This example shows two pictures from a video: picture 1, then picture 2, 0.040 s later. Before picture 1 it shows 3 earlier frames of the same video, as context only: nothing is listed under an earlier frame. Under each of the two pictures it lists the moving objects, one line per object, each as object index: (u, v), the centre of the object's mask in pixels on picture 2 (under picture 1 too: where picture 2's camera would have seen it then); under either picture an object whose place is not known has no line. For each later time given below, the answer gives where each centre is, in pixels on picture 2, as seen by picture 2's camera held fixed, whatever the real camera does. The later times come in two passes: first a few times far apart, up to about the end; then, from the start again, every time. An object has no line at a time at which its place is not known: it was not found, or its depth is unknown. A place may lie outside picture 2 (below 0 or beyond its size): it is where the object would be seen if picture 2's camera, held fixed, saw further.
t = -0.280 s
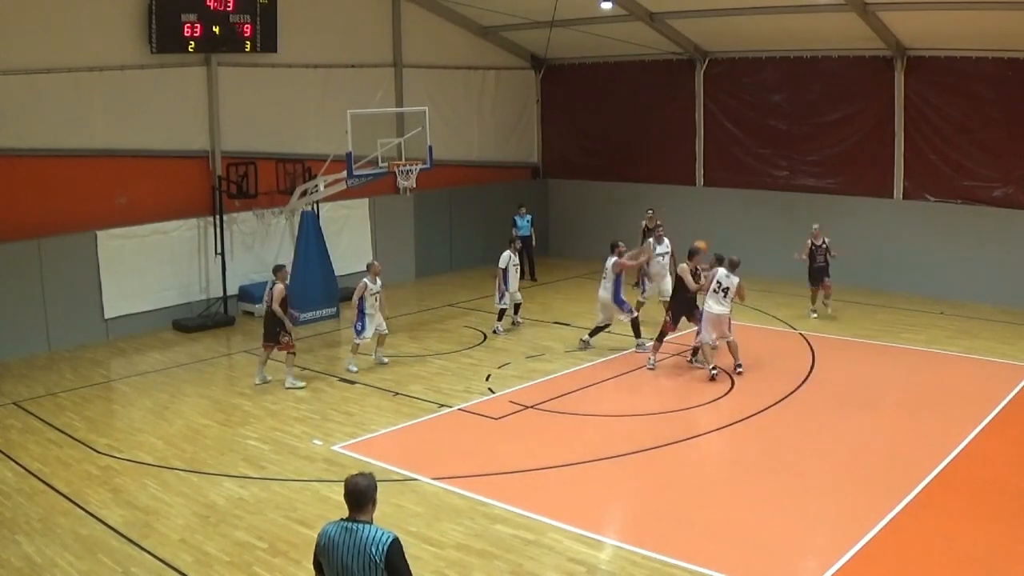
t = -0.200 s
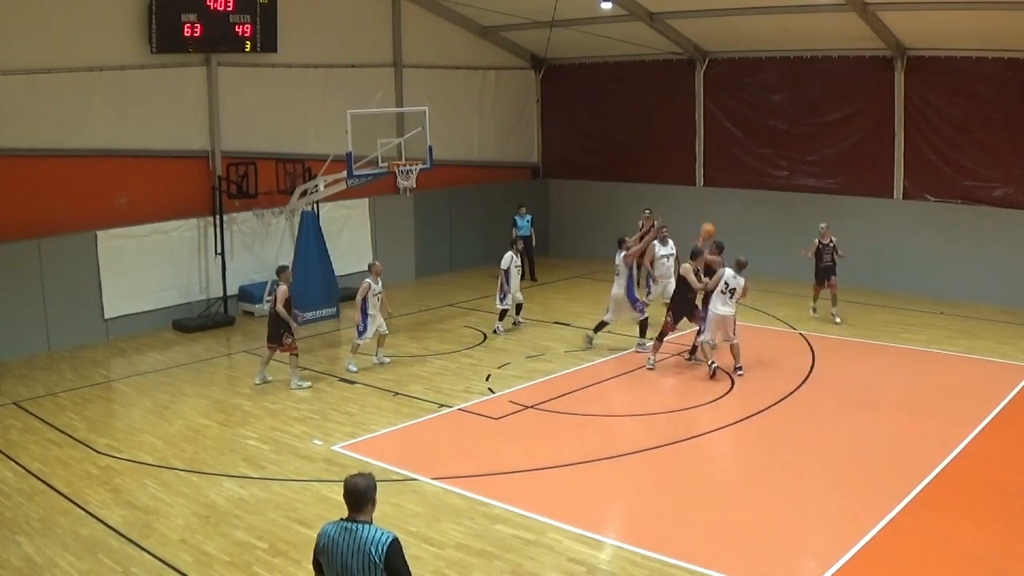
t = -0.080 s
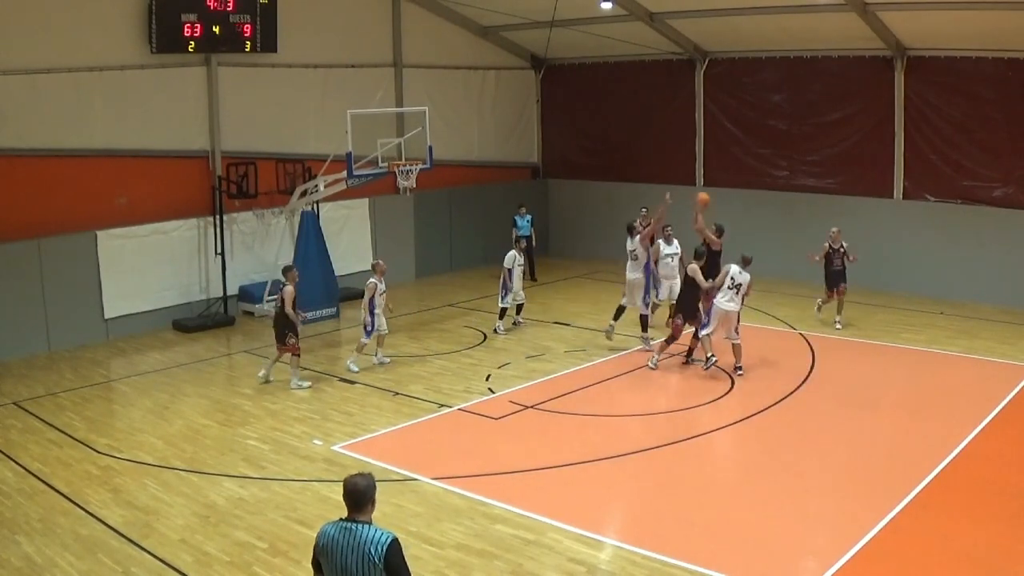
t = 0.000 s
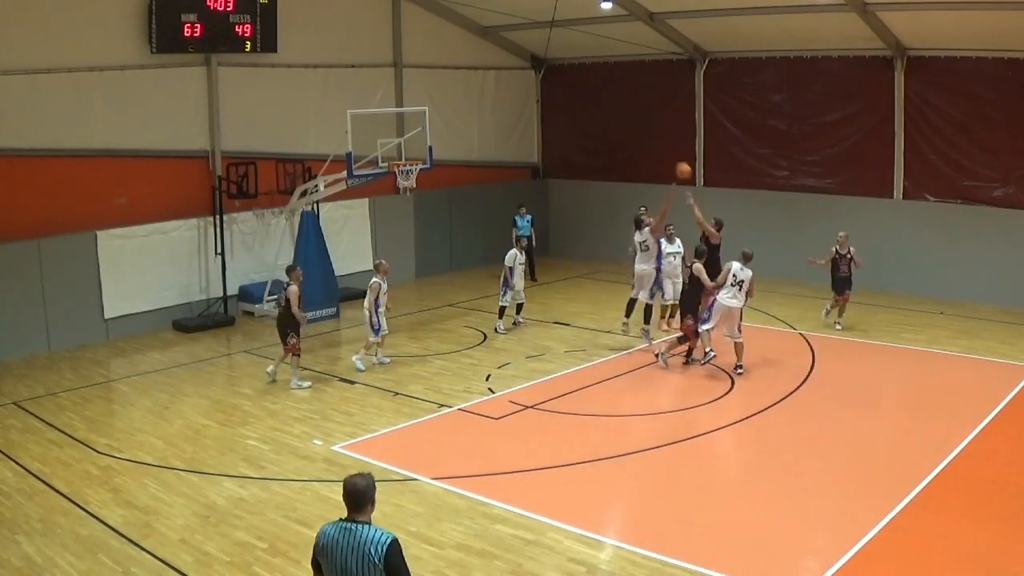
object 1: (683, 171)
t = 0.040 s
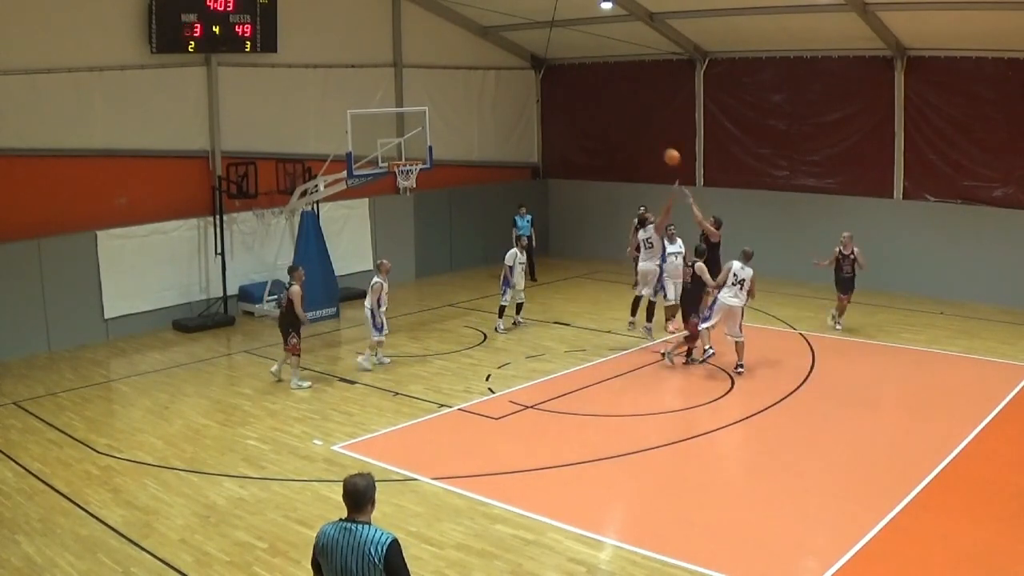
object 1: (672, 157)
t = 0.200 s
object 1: (627, 113)
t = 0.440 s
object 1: (562, 77)
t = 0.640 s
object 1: (510, 73)
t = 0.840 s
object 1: (460, 95)
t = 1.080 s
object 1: (404, 150)
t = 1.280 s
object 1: (390, 144)
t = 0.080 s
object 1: (660, 144)
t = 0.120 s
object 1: (649, 133)
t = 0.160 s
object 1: (638, 122)
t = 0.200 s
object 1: (627, 113)
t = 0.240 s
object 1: (616, 104)
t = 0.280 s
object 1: (605, 97)
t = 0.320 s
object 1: (594, 90)
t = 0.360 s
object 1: (583, 85)
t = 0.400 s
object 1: (572, 80)
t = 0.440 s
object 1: (562, 77)
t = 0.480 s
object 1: (551, 75)
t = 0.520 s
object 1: (541, 73)
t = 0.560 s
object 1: (531, 72)
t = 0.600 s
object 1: (520, 72)
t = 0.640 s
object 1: (510, 73)
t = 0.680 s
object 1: (499, 76)
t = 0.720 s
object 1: (490, 79)
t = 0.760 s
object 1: (479, 84)
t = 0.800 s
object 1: (470, 89)
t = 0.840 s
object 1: (460, 95)
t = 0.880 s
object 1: (451, 103)
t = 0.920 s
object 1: (441, 111)
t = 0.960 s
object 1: (432, 119)
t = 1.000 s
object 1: (423, 129)
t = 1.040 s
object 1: (415, 140)
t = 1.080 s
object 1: (404, 150)
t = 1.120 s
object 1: (402, 158)
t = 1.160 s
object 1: (414, 158)
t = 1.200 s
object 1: (409, 154)
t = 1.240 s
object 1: (399, 149)
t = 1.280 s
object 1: (390, 144)
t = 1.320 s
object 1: (382, 141)
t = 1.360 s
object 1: (377, 139)
